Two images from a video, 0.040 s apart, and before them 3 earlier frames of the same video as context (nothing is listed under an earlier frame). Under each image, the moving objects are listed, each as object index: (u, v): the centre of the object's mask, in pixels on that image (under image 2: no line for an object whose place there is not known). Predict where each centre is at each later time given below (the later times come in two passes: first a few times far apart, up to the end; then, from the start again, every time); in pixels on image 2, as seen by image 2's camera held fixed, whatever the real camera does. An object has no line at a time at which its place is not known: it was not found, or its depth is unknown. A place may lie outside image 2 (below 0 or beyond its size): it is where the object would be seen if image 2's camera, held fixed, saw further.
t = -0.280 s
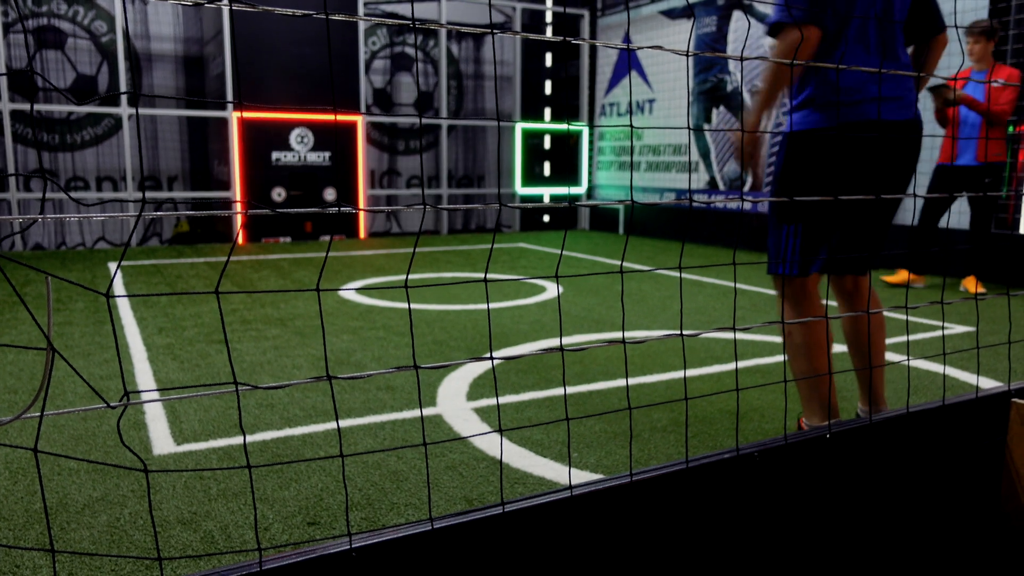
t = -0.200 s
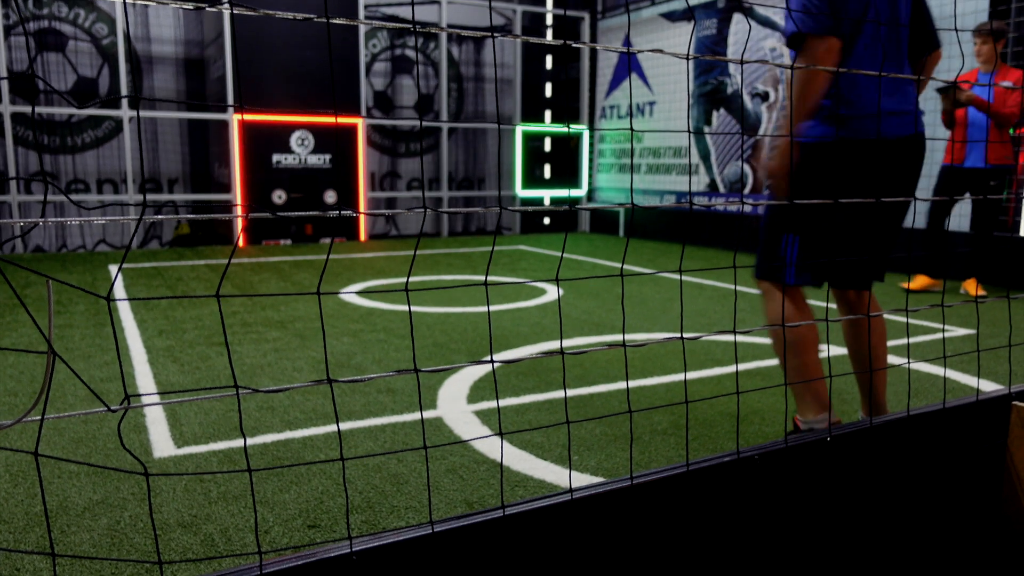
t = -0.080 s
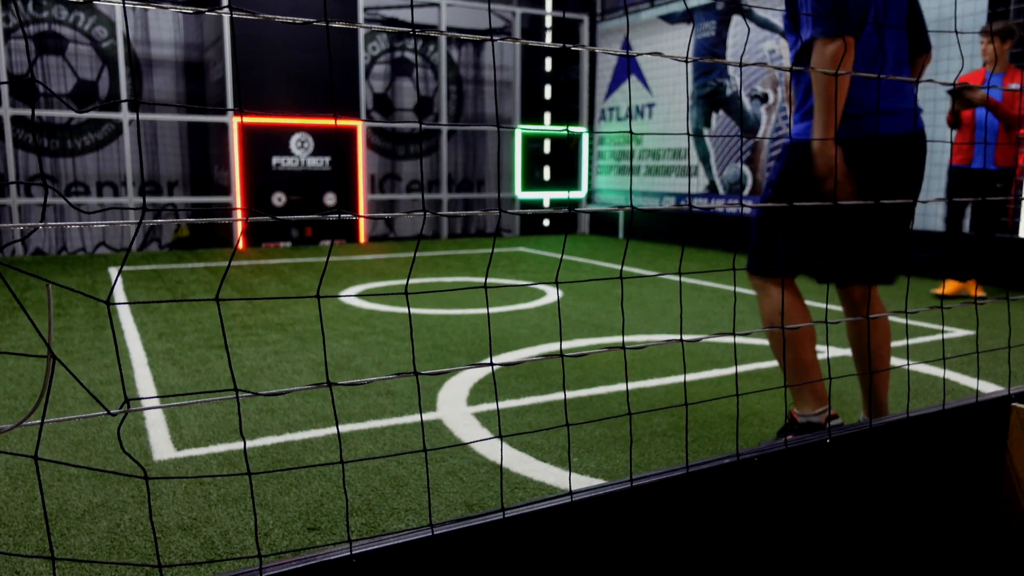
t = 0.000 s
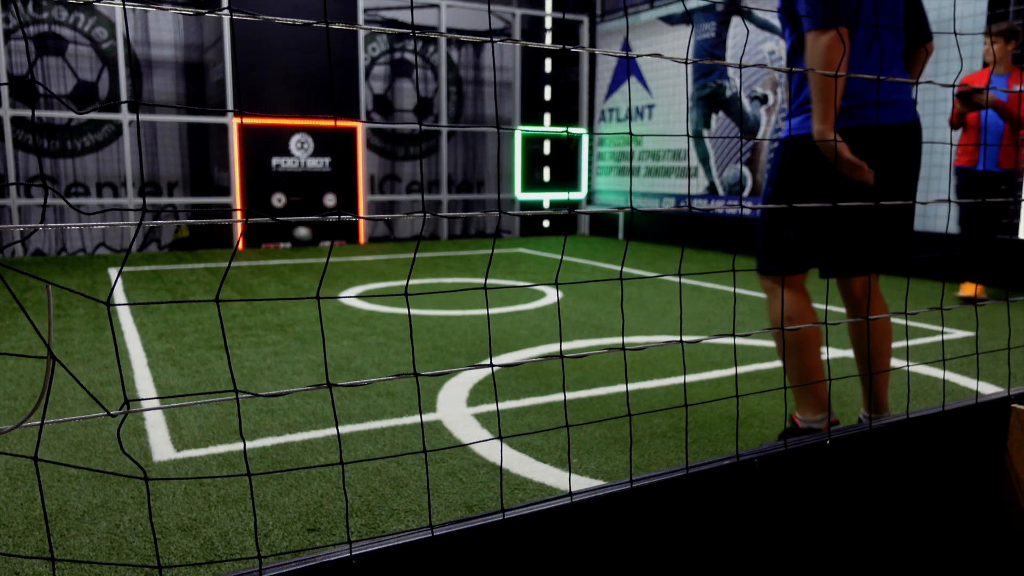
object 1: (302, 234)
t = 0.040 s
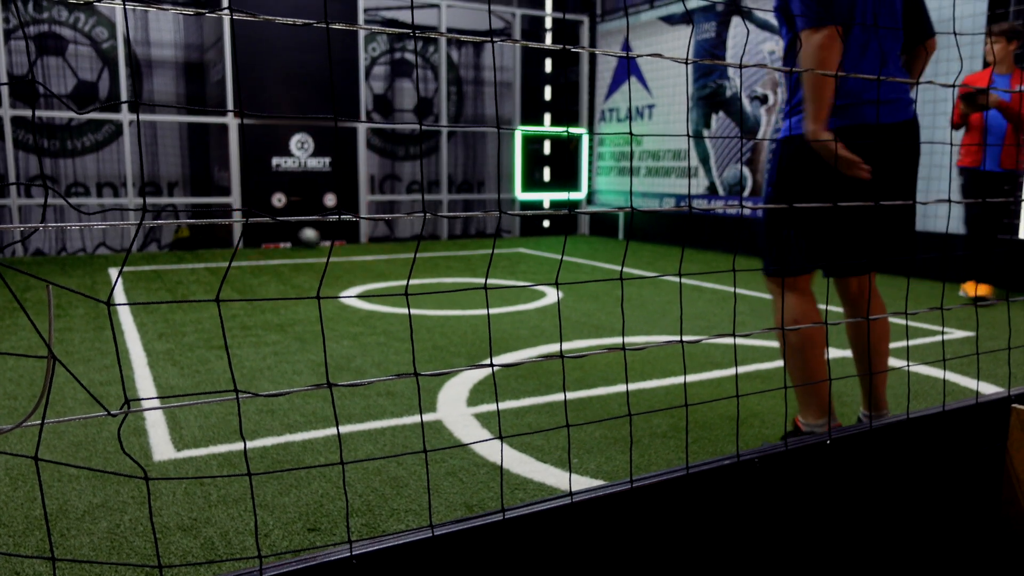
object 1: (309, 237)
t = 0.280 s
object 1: (361, 258)
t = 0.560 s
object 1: (442, 287)
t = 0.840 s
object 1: (554, 326)
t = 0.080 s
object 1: (316, 240)
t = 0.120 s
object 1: (323, 243)
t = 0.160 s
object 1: (333, 246)
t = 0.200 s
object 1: (342, 251)
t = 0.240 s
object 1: (352, 254)
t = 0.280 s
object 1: (361, 258)
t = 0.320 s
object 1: (372, 262)
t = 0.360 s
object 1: (382, 265)
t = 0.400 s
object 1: (394, 268)
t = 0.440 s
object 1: (404, 273)
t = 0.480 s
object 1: (417, 278)
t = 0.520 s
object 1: (428, 280)
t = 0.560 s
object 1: (442, 287)
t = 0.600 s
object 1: (455, 293)
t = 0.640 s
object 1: (469, 296)
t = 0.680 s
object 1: (483, 302)
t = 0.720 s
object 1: (499, 309)
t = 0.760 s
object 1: (516, 313)
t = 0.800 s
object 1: (535, 318)
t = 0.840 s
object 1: (554, 326)
